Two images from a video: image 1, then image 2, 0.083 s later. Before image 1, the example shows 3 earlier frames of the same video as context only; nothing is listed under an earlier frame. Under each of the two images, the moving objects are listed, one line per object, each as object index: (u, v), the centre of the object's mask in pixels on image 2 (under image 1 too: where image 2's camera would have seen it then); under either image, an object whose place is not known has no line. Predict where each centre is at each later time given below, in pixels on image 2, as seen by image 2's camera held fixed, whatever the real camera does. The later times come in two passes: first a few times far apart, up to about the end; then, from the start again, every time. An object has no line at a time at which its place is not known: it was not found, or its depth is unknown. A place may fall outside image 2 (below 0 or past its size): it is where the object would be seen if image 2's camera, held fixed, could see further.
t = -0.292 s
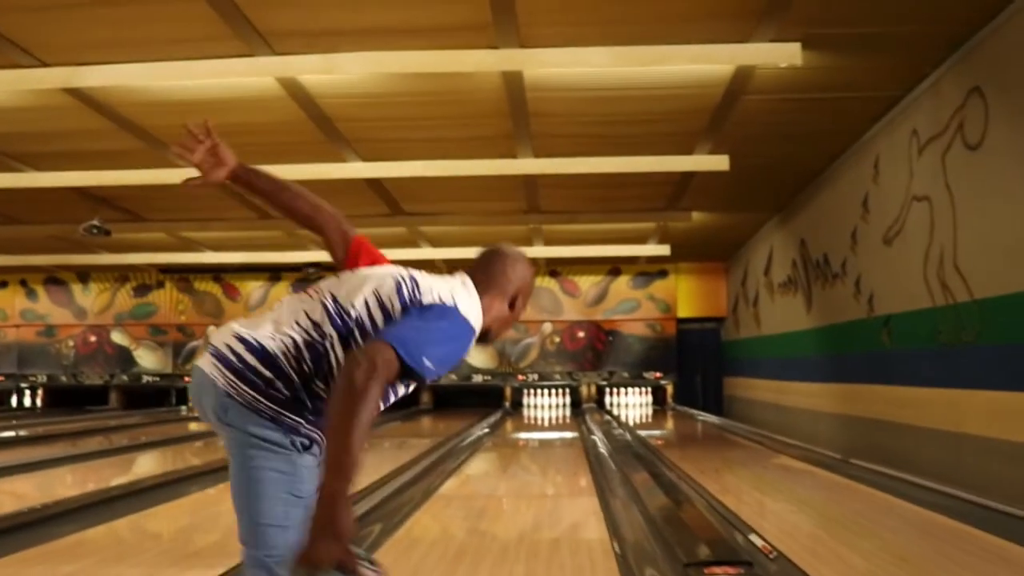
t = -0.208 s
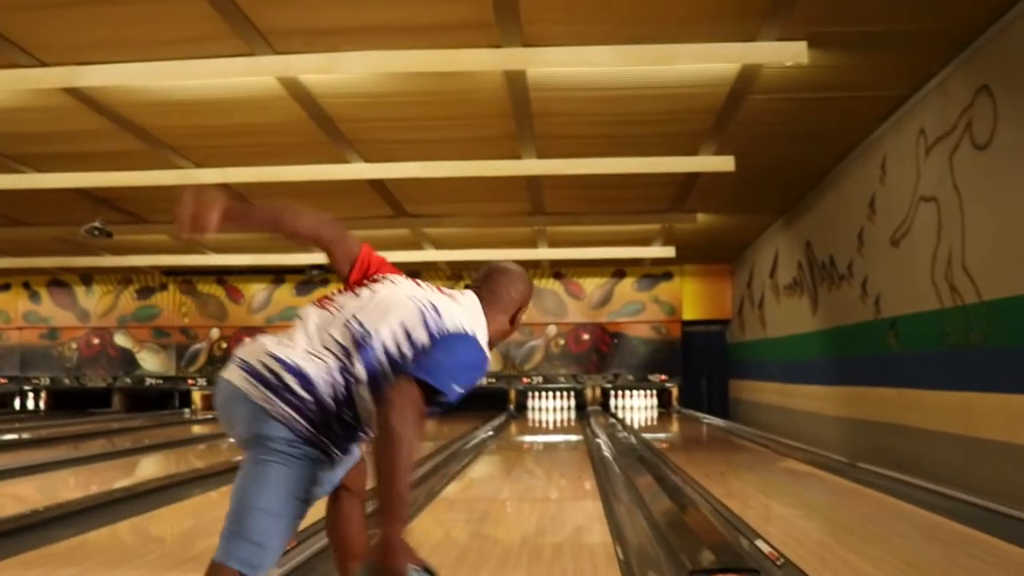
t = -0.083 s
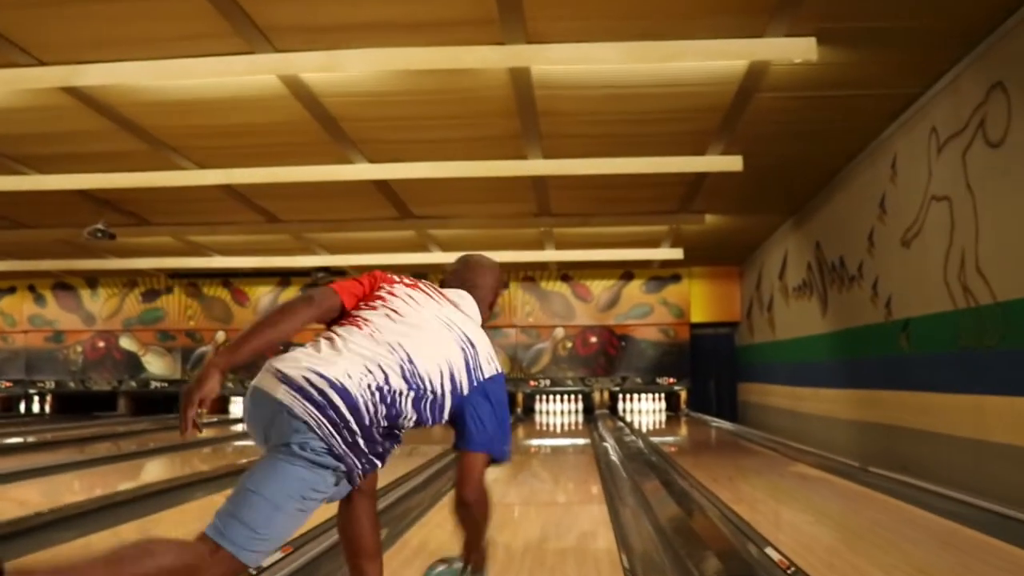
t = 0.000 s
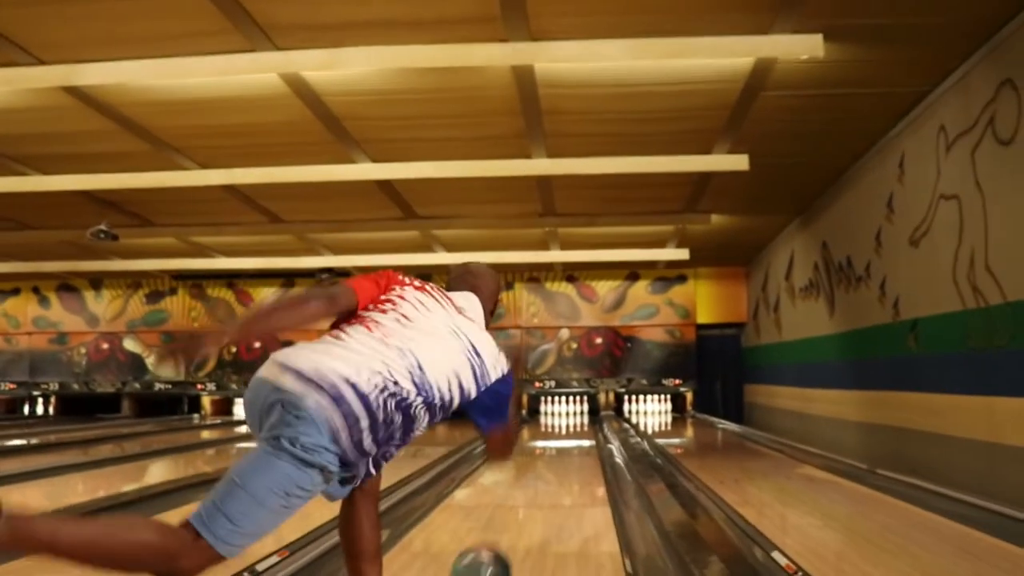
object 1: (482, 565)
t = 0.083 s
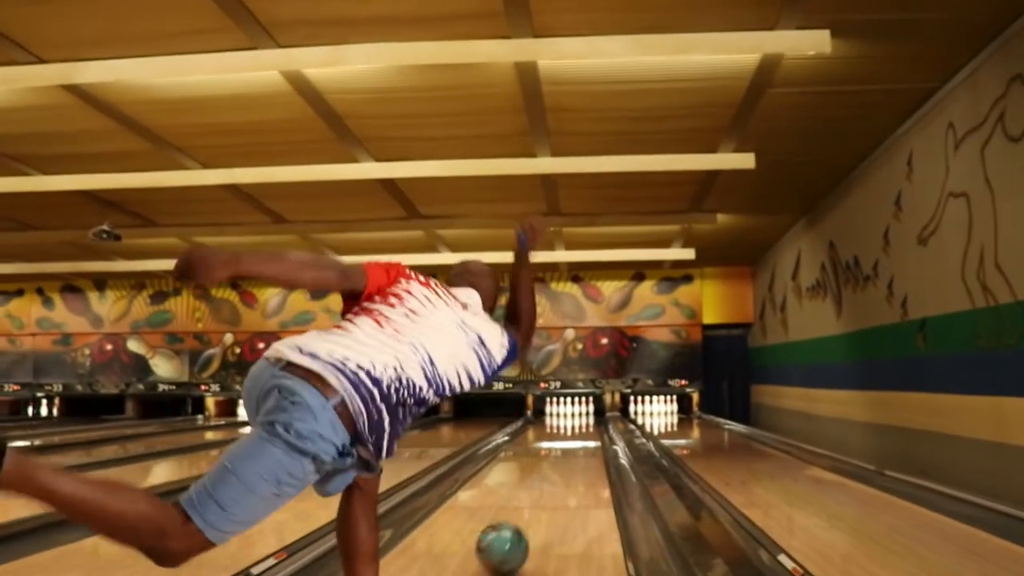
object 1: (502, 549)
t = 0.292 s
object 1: (531, 501)
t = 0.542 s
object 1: (550, 470)
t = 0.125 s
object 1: (509, 536)
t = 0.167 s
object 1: (516, 525)
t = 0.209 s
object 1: (522, 516)
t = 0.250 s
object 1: (527, 508)
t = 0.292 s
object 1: (531, 501)
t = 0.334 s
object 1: (534, 495)
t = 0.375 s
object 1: (538, 488)
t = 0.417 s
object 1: (541, 483)
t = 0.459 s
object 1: (544, 478)
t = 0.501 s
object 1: (547, 474)
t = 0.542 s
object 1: (550, 470)
